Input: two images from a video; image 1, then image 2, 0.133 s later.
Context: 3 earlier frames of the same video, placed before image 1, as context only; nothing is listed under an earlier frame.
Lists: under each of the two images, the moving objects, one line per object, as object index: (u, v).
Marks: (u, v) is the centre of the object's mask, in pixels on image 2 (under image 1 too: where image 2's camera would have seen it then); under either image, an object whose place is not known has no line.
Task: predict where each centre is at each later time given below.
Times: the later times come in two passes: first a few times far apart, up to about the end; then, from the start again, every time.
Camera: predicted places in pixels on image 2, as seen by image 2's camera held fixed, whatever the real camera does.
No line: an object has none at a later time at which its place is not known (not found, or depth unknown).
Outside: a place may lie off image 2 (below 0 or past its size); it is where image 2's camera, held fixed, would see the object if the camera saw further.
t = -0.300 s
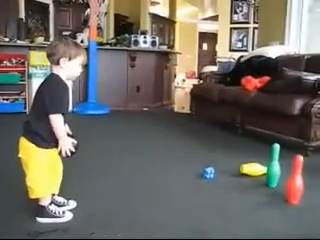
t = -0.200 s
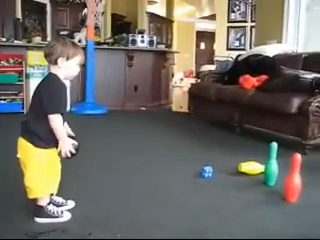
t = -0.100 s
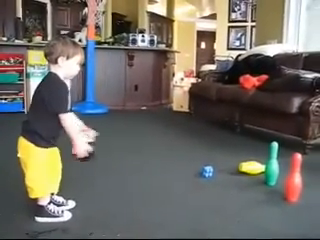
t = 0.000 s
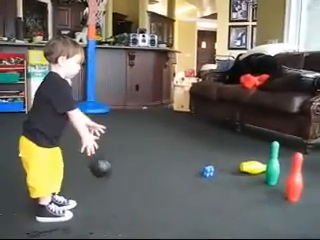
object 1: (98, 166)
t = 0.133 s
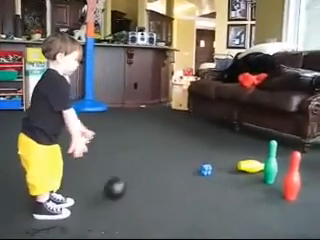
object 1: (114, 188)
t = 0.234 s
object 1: (120, 175)
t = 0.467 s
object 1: (135, 182)
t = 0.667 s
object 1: (150, 185)
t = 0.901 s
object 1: (166, 182)
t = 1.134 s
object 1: (180, 180)
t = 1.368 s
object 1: (192, 180)
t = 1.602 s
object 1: (202, 180)
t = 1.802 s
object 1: (209, 181)
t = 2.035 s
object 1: (214, 182)
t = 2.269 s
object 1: (217, 183)
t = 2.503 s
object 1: (216, 183)
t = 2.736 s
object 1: (216, 183)
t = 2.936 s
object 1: (216, 183)
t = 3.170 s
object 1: (216, 183)
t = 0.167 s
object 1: (116, 182)
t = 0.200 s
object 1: (118, 178)
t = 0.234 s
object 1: (120, 175)
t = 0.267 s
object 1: (122, 175)
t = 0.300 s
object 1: (123, 177)
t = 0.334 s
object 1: (126, 180)
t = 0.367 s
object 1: (127, 186)
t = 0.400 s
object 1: (129, 188)
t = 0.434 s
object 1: (133, 184)
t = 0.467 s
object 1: (135, 182)
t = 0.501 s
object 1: (138, 182)
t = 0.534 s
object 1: (141, 184)
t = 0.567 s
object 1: (144, 186)
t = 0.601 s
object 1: (146, 184)
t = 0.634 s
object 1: (148, 184)
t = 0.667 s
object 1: (150, 185)
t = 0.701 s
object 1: (153, 184)
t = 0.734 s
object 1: (155, 184)
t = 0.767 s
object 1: (157, 184)
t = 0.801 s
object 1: (159, 183)
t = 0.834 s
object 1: (162, 183)
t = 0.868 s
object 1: (164, 182)
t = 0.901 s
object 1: (166, 182)
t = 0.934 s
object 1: (168, 182)
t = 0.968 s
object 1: (170, 181)
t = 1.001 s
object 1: (172, 181)
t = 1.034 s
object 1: (174, 181)
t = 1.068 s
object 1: (176, 181)
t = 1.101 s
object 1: (178, 180)
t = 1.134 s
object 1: (180, 180)
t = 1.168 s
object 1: (182, 180)
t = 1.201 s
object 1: (183, 180)
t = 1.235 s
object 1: (185, 180)
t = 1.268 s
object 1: (187, 180)
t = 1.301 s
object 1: (189, 180)
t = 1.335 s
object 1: (190, 180)
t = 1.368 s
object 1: (192, 180)
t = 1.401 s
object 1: (194, 180)
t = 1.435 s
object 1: (195, 179)
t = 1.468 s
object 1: (197, 179)
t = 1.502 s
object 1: (198, 180)
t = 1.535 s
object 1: (199, 180)
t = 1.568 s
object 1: (200, 180)
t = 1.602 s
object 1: (202, 180)
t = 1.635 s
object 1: (203, 180)
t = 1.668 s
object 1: (204, 180)
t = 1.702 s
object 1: (205, 180)
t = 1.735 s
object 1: (206, 181)
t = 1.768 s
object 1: (208, 181)
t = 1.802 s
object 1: (209, 181)
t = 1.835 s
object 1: (210, 181)
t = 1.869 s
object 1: (211, 181)
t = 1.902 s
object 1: (212, 181)
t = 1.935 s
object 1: (212, 182)
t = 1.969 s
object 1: (213, 182)
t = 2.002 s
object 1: (214, 182)
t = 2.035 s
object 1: (214, 182)
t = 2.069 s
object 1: (215, 182)
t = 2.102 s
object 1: (216, 182)
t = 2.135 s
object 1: (216, 183)
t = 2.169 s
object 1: (216, 183)
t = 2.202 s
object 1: (216, 183)
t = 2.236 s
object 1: (216, 183)
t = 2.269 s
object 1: (217, 183)
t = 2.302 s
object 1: (217, 183)
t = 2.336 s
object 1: (217, 183)
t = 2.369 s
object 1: (217, 183)
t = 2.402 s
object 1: (217, 183)
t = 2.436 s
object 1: (217, 183)
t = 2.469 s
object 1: (217, 183)
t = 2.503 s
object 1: (216, 183)
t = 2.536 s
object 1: (217, 183)
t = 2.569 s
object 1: (216, 183)
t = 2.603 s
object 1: (216, 183)
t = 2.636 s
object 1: (216, 183)
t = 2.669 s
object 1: (216, 183)
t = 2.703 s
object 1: (216, 183)
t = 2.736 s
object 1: (216, 183)
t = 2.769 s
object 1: (216, 183)
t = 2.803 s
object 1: (216, 183)
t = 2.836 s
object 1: (216, 183)
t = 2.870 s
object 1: (216, 183)
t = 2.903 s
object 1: (216, 183)
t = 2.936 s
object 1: (216, 183)
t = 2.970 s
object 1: (216, 183)
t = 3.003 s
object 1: (216, 183)
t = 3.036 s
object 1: (216, 183)
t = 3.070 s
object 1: (216, 183)
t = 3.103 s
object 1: (216, 183)
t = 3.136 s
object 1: (216, 183)
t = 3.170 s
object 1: (216, 183)
